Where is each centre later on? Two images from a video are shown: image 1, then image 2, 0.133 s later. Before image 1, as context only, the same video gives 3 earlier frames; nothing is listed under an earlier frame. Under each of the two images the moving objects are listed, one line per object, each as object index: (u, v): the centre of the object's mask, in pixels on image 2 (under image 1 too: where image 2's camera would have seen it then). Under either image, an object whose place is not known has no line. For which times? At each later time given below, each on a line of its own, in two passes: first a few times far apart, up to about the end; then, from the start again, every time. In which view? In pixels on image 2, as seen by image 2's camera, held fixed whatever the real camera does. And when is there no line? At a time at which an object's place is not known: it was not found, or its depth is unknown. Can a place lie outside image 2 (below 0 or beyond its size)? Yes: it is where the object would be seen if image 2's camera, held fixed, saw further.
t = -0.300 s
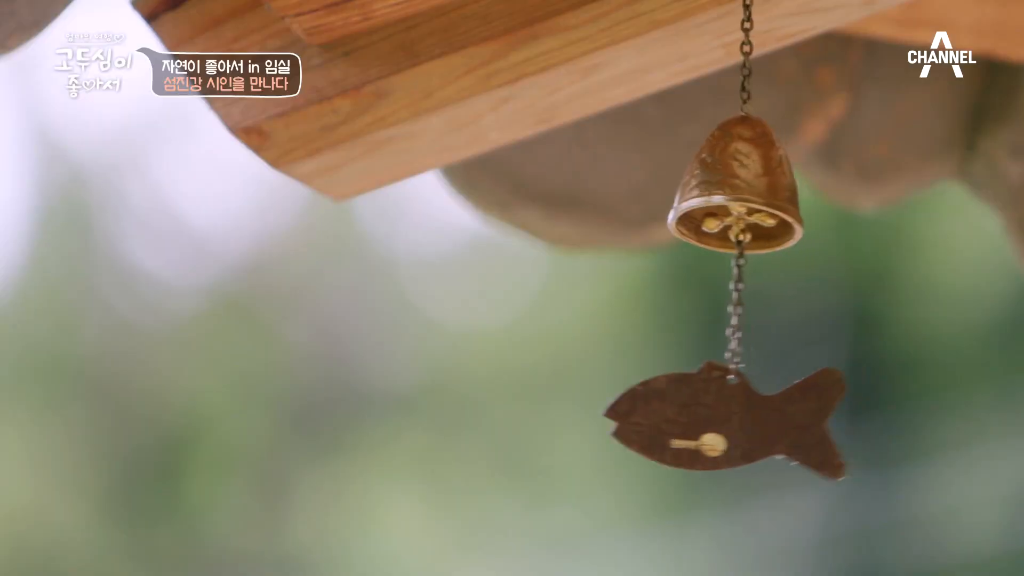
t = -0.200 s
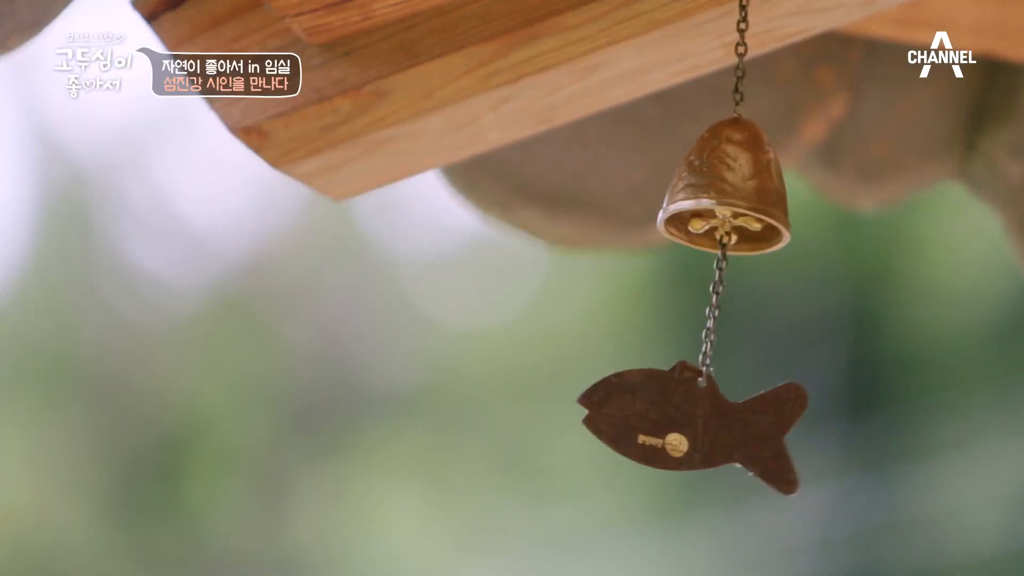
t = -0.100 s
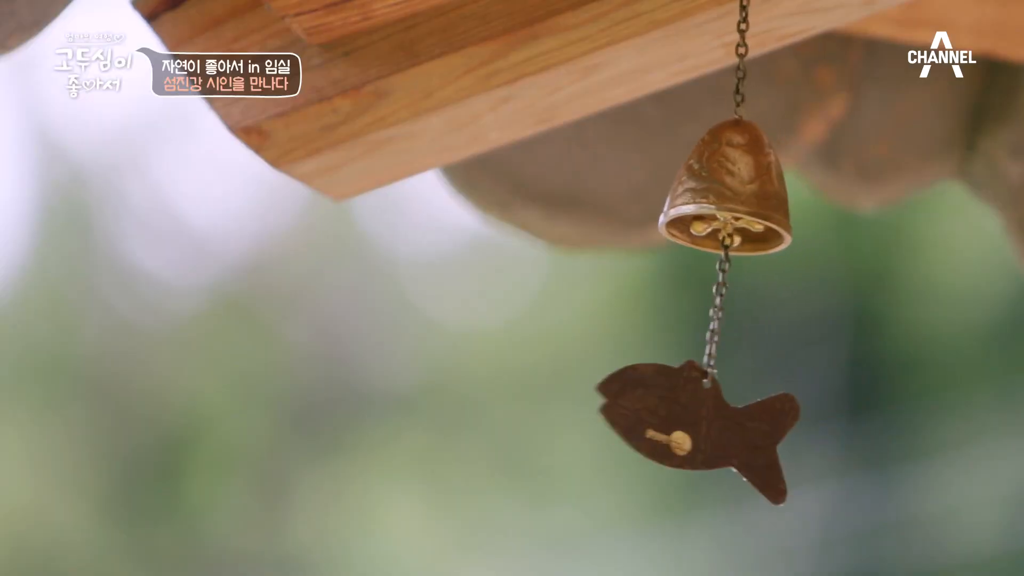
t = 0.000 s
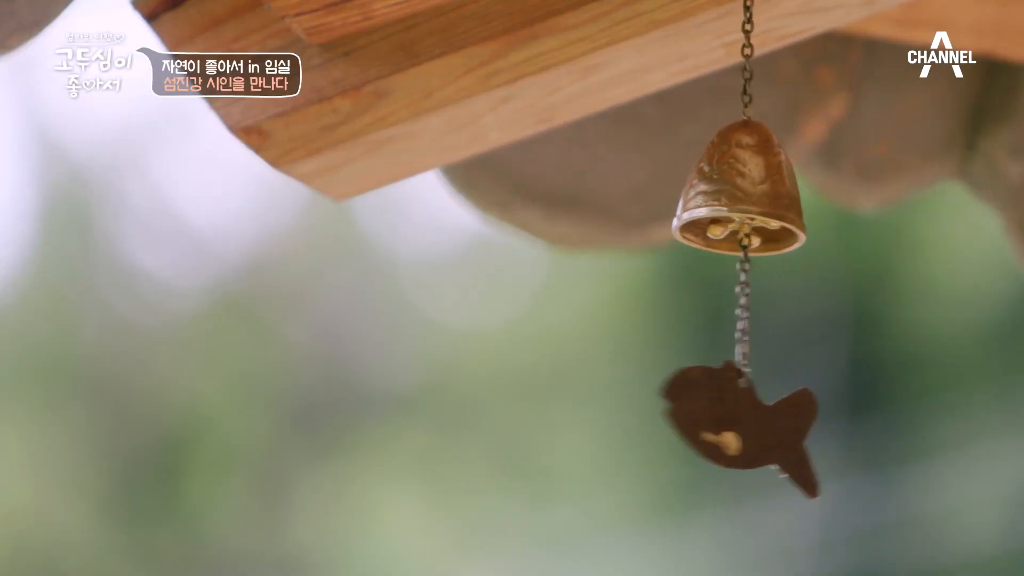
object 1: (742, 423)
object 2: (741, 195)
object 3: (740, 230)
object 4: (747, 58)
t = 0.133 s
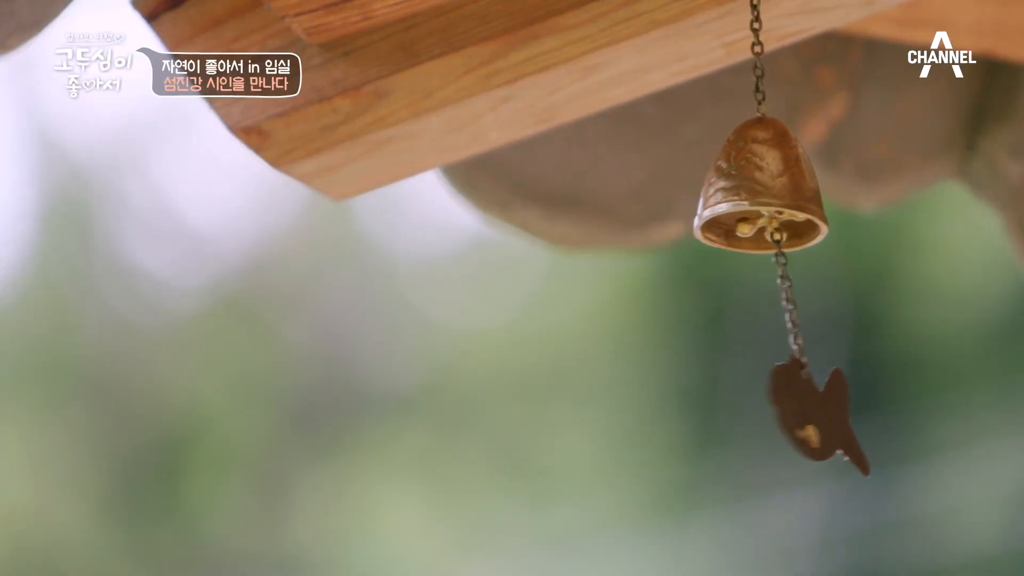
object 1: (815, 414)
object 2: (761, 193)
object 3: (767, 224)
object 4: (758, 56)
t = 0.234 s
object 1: (839, 412)
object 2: (767, 190)
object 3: (777, 220)
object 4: (761, 55)
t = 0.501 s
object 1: (710, 423)
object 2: (737, 194)
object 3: (732, 227)
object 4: (745, 57)
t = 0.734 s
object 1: (717, 429)
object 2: (731, 195)
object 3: (726, 228)
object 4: (741, 57)
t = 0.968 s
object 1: (822, 413)
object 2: (768, 191)
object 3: (773, 221)
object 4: (761, 56)
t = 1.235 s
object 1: (757, 419)
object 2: (744, 194)
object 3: (743, 227)
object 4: (749, 58)
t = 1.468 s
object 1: (720, 430)
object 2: (729, 193)
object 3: (724, 225)
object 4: (741, 57)
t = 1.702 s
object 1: (790, 413)
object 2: (766, 194)
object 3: (766, 225)
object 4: (759, 57)
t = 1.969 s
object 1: (783, 419)
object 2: (746, 192)
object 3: (750, 224)
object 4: (750, 57)
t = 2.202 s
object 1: (694, 425)
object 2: (732, 195)
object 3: (726, 227)
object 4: (742, 58)
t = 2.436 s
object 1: (779, 418)
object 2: (755, 195)
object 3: (756, 227)
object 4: (754, 58)
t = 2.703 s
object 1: (796, 419)
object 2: (755, 191)
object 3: (759, 222)
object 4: (754, 56)
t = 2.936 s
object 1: (705, 417)
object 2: (736, 195)
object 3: (729, 228)
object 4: (744, 58)
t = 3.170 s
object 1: (778, 424)
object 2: (746, 193)
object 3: (749, 226)
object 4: (750, 57)
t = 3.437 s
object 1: (803, 414)
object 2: (764, 192)
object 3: (767, 222)
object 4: (759, 57)
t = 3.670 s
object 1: (725, 424)
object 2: (736, 194)
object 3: (731, 226)
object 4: (745, 58)
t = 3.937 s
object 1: (753, 429)
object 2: (744, 193)
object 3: (743, 225)
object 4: (748, 57)
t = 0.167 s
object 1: (827, 412)
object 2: (764, 192)
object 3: (773, 223)
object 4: (759, 55)
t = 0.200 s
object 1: (835, 411)
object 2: (766, 191)
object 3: (775, 221)
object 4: (760, 55)
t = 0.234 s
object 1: (839, 412)
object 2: (767, 190)
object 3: (777, 220)
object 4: (761, 55)
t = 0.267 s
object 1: (835, 414)
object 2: (767, 190)
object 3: (776, 220)
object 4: (761, 54)
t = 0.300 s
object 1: (826, 417)
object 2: (765, 190)
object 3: (774, 220)
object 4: (760, 54)
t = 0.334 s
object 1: (810, 414)
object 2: (762, 190)
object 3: (769, 221)
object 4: (758, 55)
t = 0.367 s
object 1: (792, 415)
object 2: (758, 191)
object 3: (763, 222)
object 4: (756, 55)
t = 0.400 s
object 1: (772, 417)
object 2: (753, 192)
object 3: (755, 224)
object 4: (754, 56)
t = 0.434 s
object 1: (750, 424)
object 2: (747, 193)
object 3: (747, 224)
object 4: (751, 56)
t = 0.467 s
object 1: (728, 424)
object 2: (742, 194)
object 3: (740, 226)
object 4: (748, 57)
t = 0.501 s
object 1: (710, 423)
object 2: (737, 194)
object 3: (732, 227)
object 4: (745, 57)
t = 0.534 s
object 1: (696, 421)
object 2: (733, 195)
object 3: (726, 228)
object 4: (743, 58)
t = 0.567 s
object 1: (687, 420)
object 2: (729, 195)
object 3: (721, 229)
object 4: (741, 57)
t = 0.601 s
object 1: (683, 420)
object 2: (727, 195)
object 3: (719, 229)
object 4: (740, 57)
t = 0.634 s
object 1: (684, 423)
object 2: (725, 195)
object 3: (718, 229)
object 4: (739, 57)
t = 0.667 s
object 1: (691, 426)
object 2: (726, 195)
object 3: (719, 229)
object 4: (739, 57)
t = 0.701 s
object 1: (702, 428)
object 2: (728, 195)
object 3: (722, 229)
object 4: (740, 57)
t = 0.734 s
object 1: (717, 429)
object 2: (731, 195)
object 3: (726, 228)
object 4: (741, 57)
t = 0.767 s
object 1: (735, 429)
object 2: (736, 194)
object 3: (733, 228)
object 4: (744, 57)
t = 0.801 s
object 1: (754, 428)
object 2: (741, 194)
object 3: (742, 227)
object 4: (747, 57)
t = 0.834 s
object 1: (773, 426)
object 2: (747, 193)
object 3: (750, 226)
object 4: (750, 56)
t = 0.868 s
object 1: (790, 423)
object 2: (753, 193)
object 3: (757, 224)
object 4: (753, 56)
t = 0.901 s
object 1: (805, 420)
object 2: (759, 192)
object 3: (764, 223)
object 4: (756, 56)
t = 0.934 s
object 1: (815, 416)
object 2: (764, 192)
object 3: (769, 222)
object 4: (759, 56)
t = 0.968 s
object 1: (822, 413)
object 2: (768, 191)
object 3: (773, 221)
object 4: (761, 56)
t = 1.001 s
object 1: (824, 408)
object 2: (771, 191)
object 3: (775, 221)
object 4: (762, 55)
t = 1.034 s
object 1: (822, 405)
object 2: (771, 191)
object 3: (775, 221)
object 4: (763, 55)
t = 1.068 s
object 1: (815, 396)
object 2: (770, 192)
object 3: (774, 221)
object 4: (762, 55)
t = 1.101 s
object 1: (805, 397)
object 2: (767, 192)
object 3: (771, 222)
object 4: (761, 56)
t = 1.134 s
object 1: (798, 425)
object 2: (762, 193)
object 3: (765, 224)
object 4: (759, 57)
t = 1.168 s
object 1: (784, 415)
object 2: (757, 194)
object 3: (758, 225)
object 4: (756, 57)
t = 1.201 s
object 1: (771, 416)
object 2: (751, 194)
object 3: (751, 226)
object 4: (753, 57)
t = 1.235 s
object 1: (757, 419)
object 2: (744, 194)
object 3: (743, 227)
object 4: (749, 58)
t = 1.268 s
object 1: (745, 423)
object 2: (738, 194)
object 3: (735, 226)
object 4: (746, 57)
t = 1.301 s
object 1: (734, 425)
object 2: (732, 194)
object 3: (729, 226)
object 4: (743, 58)
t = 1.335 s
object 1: (725, 427)
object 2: (728, 194)
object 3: (726, 226)
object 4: (741, 57)
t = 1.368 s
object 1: (720, 428)
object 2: (725, 193)
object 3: (723, 226)
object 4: (739, 57)
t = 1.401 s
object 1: (717, 429)
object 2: (725, 193)
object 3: (721, 226)
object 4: (739, 57)
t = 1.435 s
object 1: (718, 430)
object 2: (726, 193)
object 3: (721, 225)
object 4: (739, 57)
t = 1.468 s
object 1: (720, 430)
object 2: (729, 193)
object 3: (724, 225)
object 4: (741, 57)
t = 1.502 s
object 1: (725, 430)
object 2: (733, 194)
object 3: (728, 226)
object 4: (743, 58)
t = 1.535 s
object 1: (733, 429)
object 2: (739, 194)
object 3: (735, 226)
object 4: (746, 57)
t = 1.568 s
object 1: (742, 428)
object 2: (745, 194)
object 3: (743, 226)
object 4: (749, 58)
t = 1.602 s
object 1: (754, 425)
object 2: (751, 195)
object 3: (749, 226)
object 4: (752, 58)
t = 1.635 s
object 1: (766, 421)
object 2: (756, 194)
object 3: (756, 225)
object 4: (755, 58)
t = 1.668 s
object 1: (779, 417)
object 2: (762, 194)
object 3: (761, 225)
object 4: (757, 58)
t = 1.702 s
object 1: (790, 413)
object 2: (766, 194)
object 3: (766, 225)
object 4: (759, 57)
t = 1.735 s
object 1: (800, 408)
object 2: (768, 193)
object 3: (770, 224)
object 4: (760, 57)
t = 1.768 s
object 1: (807, 405)
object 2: (768, 193)
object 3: (771, 224)
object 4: (761, 57)
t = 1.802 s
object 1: (812, 404)
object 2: (767, 193)
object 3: (771, 223)
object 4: (761, 57)
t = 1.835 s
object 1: (813, 405)
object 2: (765, 193)
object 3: (769, 223)
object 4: (760, 57)
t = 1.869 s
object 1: (811, 407)
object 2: (761, 192)
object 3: (766, 223)
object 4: (758, 56)
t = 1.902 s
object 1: (805, 410)
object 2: (756, 192)
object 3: (761, 223)
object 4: (755, 56)
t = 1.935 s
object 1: (795, 414)
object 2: (751, 192)
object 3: (756, 224)
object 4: (753, 57)
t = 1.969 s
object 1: (783, 419)
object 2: (746, 192)
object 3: (750, 224)
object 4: (750, 57)
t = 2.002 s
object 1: (767, 422)
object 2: (741, 192)
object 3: (745, 224)
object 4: (748, 57)
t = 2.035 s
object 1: (750, 425)
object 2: (737, 192)
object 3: (739, 224)
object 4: (745, 57)
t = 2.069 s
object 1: (734, 427)
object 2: (733, 192)
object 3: (734, 225)
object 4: (743, 57)
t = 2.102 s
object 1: (719, 428)
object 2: (731, 193)
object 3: (730, 225)
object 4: (742, 57)
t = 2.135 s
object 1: (707, 427)
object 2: (731, 193)
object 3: (727, 226)
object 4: (742, 58)
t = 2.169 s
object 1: (698, 426)
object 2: (731, 194)
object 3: (726, 226)
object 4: (742, 58)
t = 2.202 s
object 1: (694, 425)
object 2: (732, 195)
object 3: (726, 227)
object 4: (742, 58)
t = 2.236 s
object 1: (694, 424)
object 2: (734, 195)
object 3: (729, 228)
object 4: (743, 59)
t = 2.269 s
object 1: (700, 423)
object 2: (737, 196)
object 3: (731, 228)
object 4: (744, 59)
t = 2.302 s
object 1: (710, 422)
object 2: (741, 196)
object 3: (735, 228)
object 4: (746, 59)
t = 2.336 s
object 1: (725, 421)
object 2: (744, 196)
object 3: (740, 228)
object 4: (748, 59)
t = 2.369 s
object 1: (742, 420)
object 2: (748, 196)
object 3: (746, 229)
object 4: (750, 59)
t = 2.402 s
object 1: (761, 419)
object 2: (752, 195)
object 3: (751, 227)
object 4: (752, 58)
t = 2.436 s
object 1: (779, 418)
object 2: (755, 195)
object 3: (756, 227)
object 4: (754, 58)
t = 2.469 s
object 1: (797, 416)
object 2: (757, 194)
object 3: (761, 226)
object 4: (755, 58)
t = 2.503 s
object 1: (810, 415)
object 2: (759, 193)
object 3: (765, 225)
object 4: (756, 57)
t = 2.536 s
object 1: (820, 414)
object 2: (759, 192)
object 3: (768, 223)
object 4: (757, 57)
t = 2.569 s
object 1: (824, 413)
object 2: (760, 191)
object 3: (769, 222)
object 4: (757, 56)
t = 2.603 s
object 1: (824, 414)
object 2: (759, 191)
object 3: (769, 222)
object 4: (757, 56)
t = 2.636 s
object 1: (819, 415)
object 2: (758, 190)
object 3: (767, 222)
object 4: (756, 56)
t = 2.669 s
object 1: (810, 417)
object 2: (757, 190)
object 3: (764, 222)
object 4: (756, 56)
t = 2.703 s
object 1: (796, 419)
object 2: (755, 191)
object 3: (759, 222)
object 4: (754, 56)
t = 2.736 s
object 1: (780, 421)
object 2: (752, 191)
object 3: (755, 222)
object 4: (753, 56)
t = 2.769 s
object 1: (762, 422)
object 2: (749, 192)
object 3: (749, 223)
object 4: (751, 56)
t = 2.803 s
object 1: (745, 422)
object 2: (746, 193)
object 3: (745, 224)
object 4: (750, 57)
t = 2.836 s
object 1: (729, 421)
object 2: (743, 194)
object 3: (741, 226)
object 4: (748, 57)
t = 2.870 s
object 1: (717, 420)
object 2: (740, 195)
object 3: (736, 227)
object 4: (747, 58)
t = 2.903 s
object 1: (709, 418)
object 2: (738, 195)
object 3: (732, 227)
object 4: (745, 58)
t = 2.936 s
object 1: (705, 417)
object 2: (736, 195)
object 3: (729, 228)
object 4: (744, 58)
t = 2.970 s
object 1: (707, 418)
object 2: (735, 195)
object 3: (728, 228)
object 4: (743, 59)
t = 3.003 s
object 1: (713, 419)
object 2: (734, 195)
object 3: (729, 228)
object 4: (744, 59)
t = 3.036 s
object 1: (722, 421)
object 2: (735, 195)
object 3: (730, 228)
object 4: (744, 59)
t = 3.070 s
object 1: (735, 423)
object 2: (737, 195)
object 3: (733, 228)
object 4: (744, 58)
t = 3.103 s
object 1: (749, 424)
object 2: (739, 194)
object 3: (737, 227)
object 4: (746, 58)
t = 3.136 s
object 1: (764, 424)
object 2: (742, 194)
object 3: (743, 226)
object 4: (748, 58)
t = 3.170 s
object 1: (778, 424)
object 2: (746, 193)
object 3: (749, 226)
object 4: (750, 57)
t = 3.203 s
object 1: (791, 423)
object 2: (750, 192)
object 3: (753, 224)
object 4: (752, 57)
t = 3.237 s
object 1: (802, 421)
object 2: (754, 191)
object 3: (759, 223)
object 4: (754, 56)
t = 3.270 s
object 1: (811, 420)
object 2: (758, 191)
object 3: (763, 222)
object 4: (756, 56)
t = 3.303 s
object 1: (816, 418)
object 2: (761, 190)
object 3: (766, 221)
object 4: (758, 56)
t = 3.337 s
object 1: (817, 417)
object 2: (764, 190)
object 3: (768, 221)
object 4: (759, 56)
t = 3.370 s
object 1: (815, 416)
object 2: (765, 191)
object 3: (769, 221)
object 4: (760, 56)
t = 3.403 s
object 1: (810, 415)
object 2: (765, 191)
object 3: (769, 221)
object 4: (759, 56)
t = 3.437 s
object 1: (803, 414)
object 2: (764, 192)
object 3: (767, 222)
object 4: (759, 57)
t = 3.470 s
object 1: (793, 413)
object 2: (761, 192)
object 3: (763, 223)
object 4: (758, 57)
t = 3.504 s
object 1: (782, 414)
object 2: (758, 193)
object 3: (758, 224)
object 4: (756, 57)
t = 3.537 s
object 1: (770, 413)
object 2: (754, 194)
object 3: (753, 225)
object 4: (754, 57)
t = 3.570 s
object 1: (757, 415)
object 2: (749, 195)
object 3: (747, 226)
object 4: (752, 58)
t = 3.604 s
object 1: (744, 417)
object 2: (745, 195)
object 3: (741, 227)
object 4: (749, 58)
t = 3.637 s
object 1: (733, 421)
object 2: (740, 195)
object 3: (736, 227)
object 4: (746, 58)
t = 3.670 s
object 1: (725, 424)
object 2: (736, 194)
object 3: (731, 226)
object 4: (745, 58)
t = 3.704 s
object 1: (720, 426)
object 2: (733, 194)
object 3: (728, 226)
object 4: (743, 58)
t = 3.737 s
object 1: (718, 430)
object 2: (731, 194)
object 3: (725, 226)
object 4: (742, 58)
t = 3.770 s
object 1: (718, 430)
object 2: (730, 194)
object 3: (725, 225)
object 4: (741, 58)
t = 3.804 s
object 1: (719, 433)
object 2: (731, 193)
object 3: (726, 225)
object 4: (741, 57)
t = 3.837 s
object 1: (727, 431)
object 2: (733, 193)
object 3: (729, 225)
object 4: (742, 57)
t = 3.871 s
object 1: (734, 429)
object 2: (736, 193)
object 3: (733, 225)
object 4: (744, 57)
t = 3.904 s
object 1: (743, 429)
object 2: (740, 193)
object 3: (738, 225)
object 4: (746, 57)
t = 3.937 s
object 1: (753, 429)
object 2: (744, 193)
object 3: (743, 225)
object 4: (748, 57)
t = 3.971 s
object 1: (763, 427)
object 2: (749, 193)
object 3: (748, 225)
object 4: (751, 57)
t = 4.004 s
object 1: (773, 425)
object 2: (754, 193)
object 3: (754, 225)
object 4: (753, 57)
